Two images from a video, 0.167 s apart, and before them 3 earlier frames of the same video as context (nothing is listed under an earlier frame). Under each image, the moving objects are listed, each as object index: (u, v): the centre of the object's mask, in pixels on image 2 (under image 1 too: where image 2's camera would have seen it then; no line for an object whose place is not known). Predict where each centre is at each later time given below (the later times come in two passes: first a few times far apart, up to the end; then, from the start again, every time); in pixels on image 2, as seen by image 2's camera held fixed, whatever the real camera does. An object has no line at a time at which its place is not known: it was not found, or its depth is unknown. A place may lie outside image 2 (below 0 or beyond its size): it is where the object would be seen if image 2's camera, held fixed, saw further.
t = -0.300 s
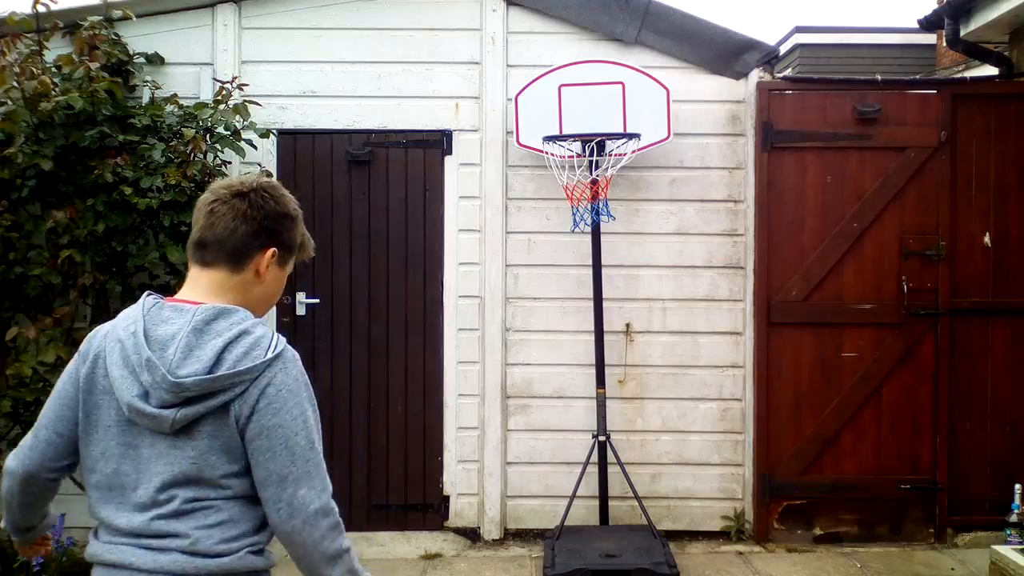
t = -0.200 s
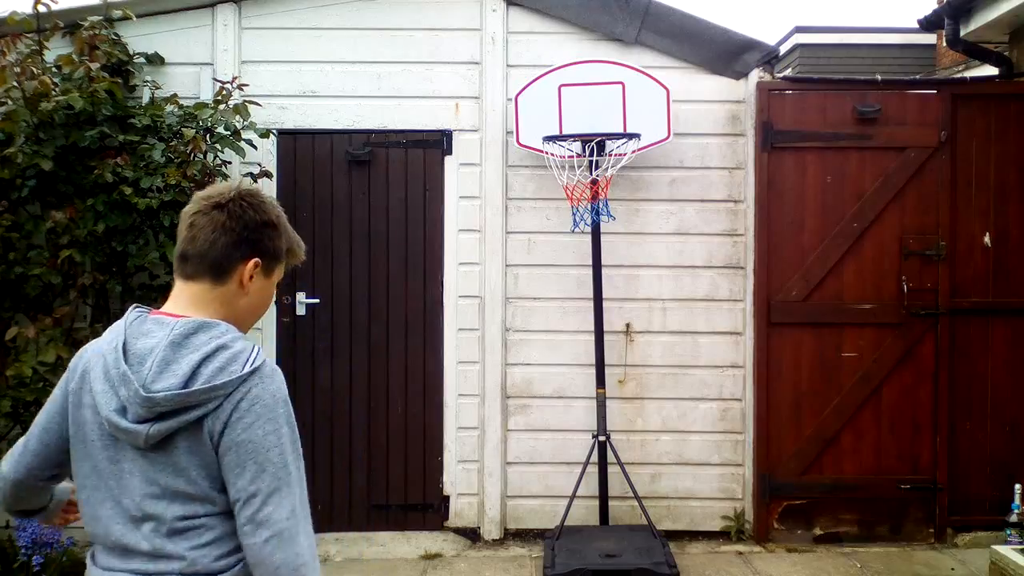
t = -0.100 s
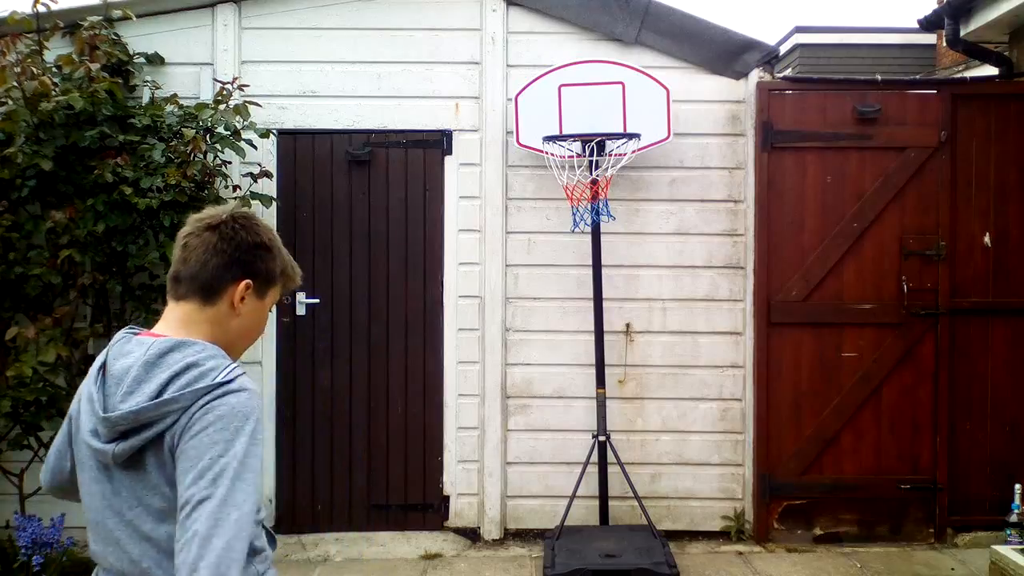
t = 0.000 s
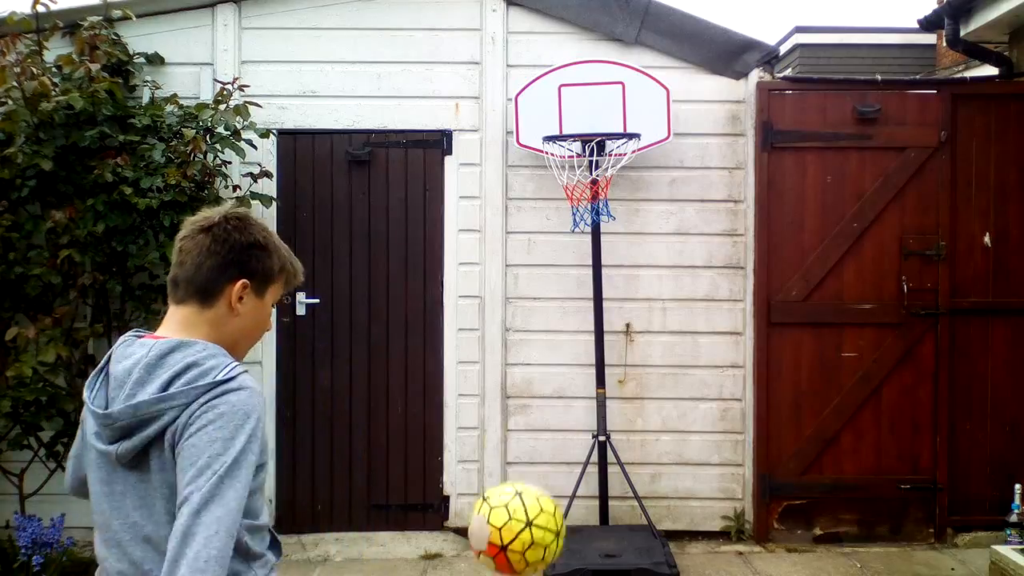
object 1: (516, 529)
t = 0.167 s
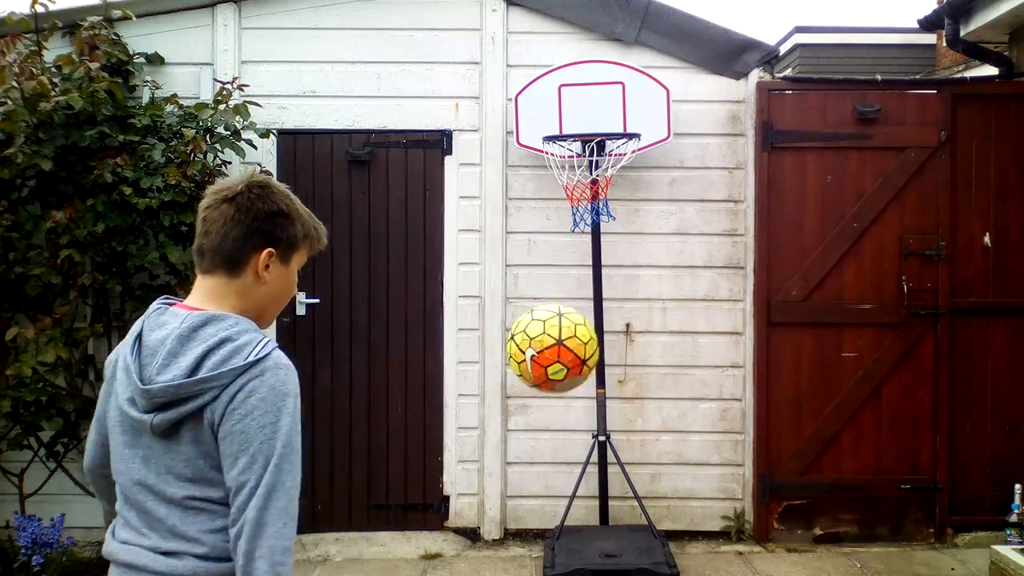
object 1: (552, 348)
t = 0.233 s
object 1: (565, 309)
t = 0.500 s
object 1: (610, 330)
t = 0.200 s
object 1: (559, 326)
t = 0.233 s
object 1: (565, 309)
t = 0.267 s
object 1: (571, 296)
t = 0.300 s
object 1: (578, 288)
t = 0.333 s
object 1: (583, 284)
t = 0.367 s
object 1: (588, 285)
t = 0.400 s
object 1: (594, 291)
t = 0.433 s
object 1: (599, 300)
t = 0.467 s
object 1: (605, 313)
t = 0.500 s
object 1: (610, 330)
